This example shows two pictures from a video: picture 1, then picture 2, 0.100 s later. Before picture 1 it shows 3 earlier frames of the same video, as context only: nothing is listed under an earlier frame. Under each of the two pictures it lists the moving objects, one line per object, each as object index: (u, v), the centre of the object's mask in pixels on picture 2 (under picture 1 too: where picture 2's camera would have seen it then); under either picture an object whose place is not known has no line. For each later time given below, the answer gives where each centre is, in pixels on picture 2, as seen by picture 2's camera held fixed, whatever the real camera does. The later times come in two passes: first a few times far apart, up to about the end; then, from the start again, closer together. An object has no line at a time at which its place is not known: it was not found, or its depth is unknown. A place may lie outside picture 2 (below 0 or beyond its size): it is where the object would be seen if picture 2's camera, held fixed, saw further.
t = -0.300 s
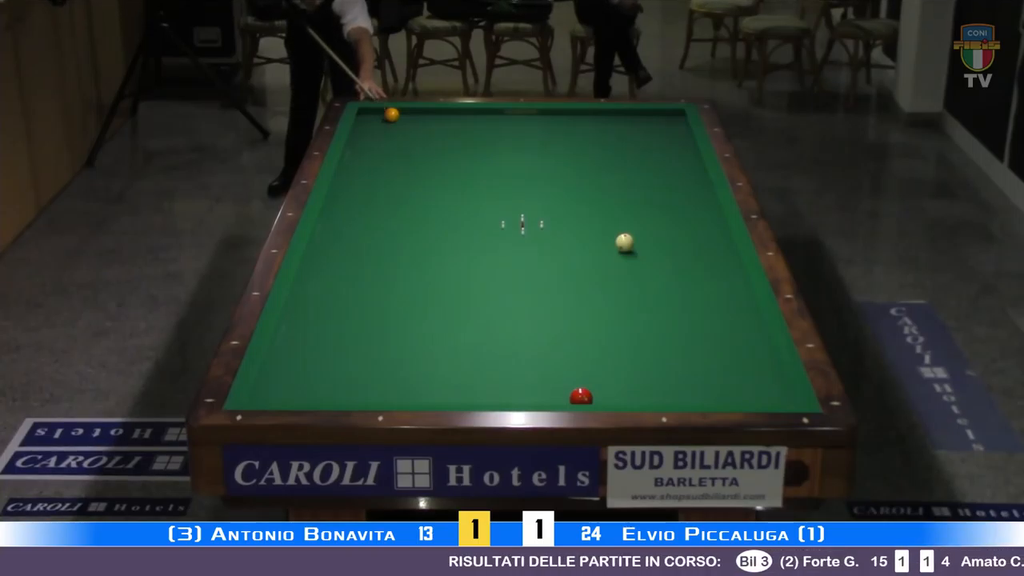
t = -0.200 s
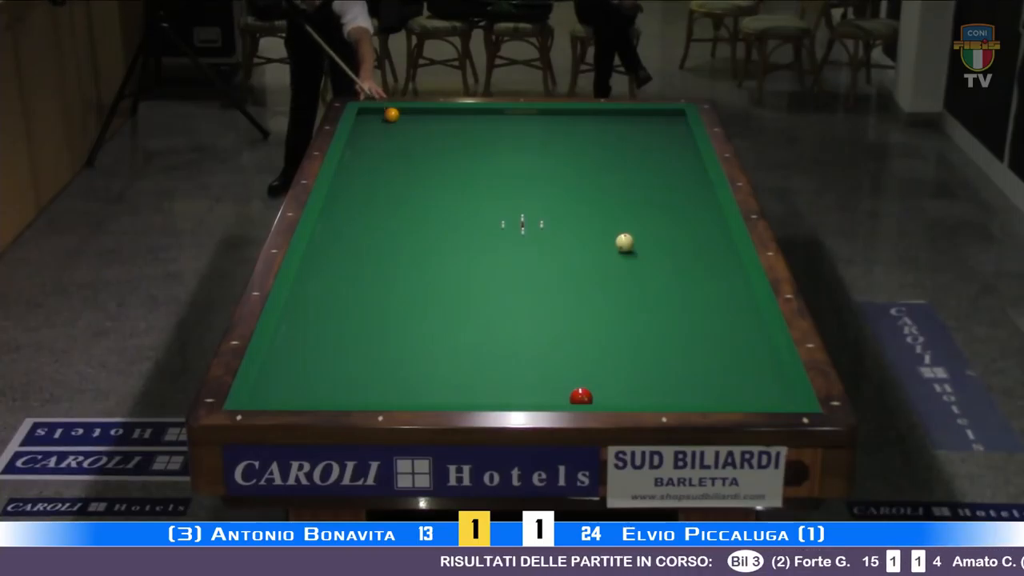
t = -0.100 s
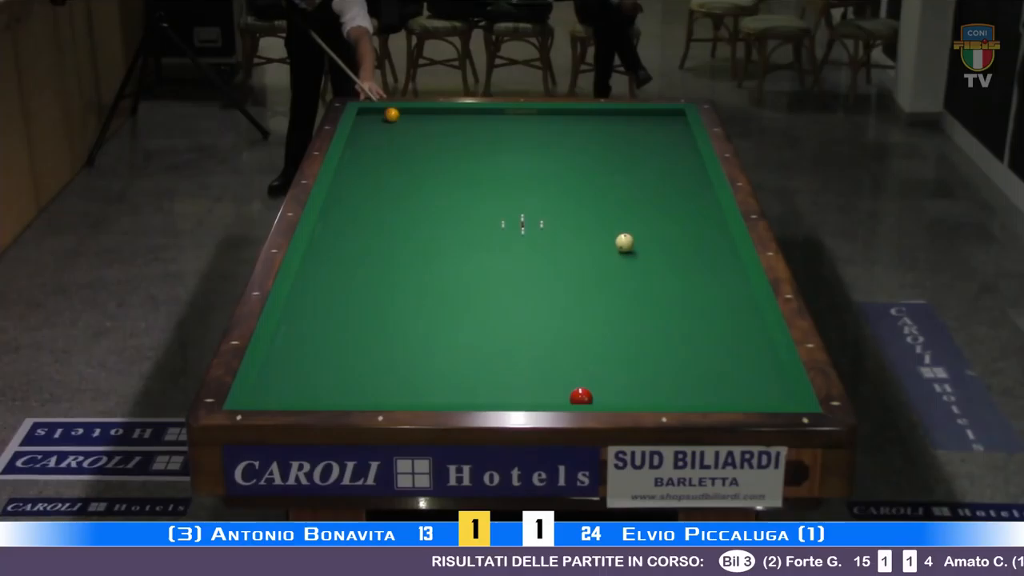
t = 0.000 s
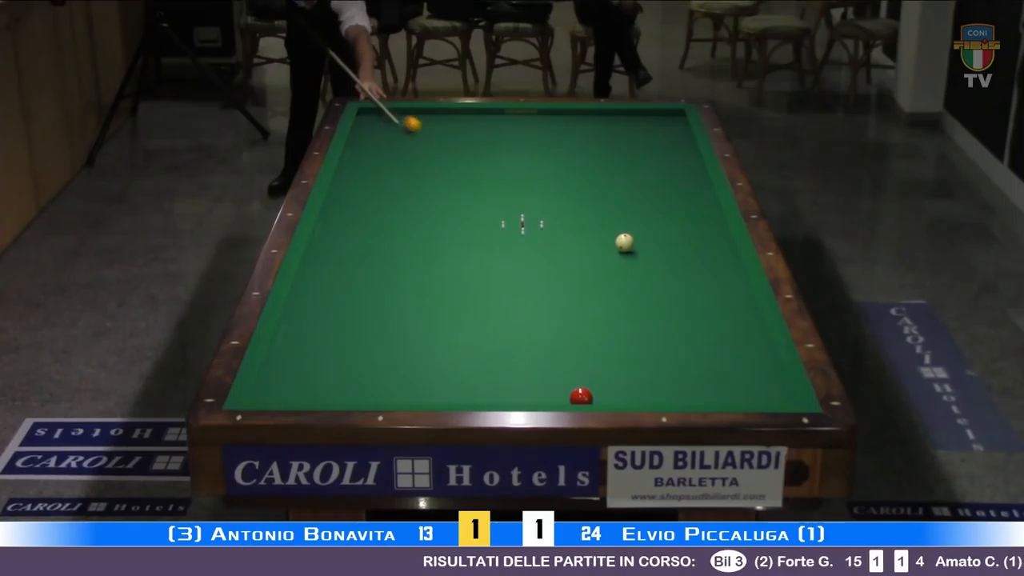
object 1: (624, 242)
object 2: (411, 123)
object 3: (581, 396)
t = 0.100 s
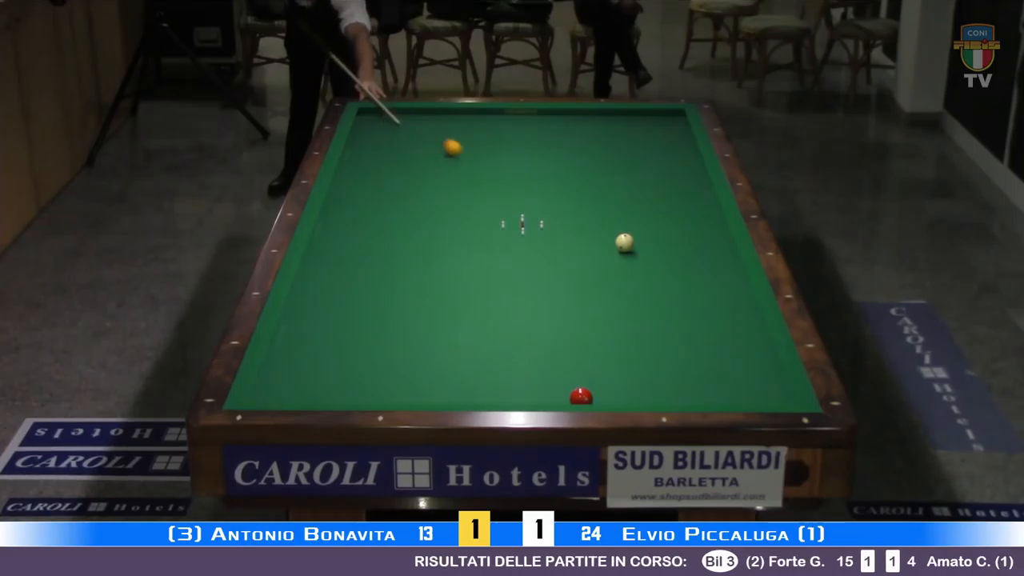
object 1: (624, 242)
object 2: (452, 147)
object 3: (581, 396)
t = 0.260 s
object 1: (624, 242)
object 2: (521, 186)
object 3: (581, 396)
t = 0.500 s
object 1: (651, 253)
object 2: (609, 239)
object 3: (581, 396)
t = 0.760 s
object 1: (712, 311)
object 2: (595, 246)
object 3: (581, 396)
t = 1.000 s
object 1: (639, 350)
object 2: (582, 251)
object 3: (581, 395)
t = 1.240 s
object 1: (565, 389)
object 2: (569, 257)
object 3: (582, 397)
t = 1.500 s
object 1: (465, 394)
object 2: (555, 264)
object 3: (591, 385)
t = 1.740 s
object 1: (377, 386)
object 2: (543, 269)
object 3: (597, 369)
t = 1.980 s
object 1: (293, 376)
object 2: (531, 275)
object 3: (603, 355)
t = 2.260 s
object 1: (322, 359)
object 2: (517, 280)
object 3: (609, 339)
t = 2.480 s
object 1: (364, 345)
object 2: (507, 285)
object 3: (613, 328)
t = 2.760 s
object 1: (415, 328)
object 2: (494, 291)
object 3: (618, 315)
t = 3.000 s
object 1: (456, 315)
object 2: (484, 295)
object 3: (622, 304)
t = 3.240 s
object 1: (495, 304)
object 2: (472, 298)
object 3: (626, 294)
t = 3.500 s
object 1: (540, 298)
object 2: (458, 297)
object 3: (630, 284)
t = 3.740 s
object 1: (579, 293)
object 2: (446, 296)
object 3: (633, 276)
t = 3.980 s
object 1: (617, 287)
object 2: (434, 295)
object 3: (636, 267)
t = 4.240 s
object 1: (656, 282)
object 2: (423, 294)
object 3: (638, 259)
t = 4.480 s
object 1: (691, 278)
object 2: (413, 294)
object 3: (640, 252)
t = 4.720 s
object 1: (724, 273)
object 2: (405, 293)
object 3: (642, 246)
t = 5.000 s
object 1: (721, 270)
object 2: (395, 293)
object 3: (645, 238)
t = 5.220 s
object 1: (706, 268)
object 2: (389, 292)
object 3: (646, 233)
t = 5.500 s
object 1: (688, 266)
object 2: (382, 292)
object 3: (648, 227)
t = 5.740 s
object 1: (673, 265)
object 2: (377, 292)
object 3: (649, 222)
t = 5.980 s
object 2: (372, 291)
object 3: (651, 217)
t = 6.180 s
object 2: (370, 291)
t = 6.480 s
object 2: (366, 290)
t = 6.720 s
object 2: (364, 290)
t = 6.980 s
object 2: (363, 291)
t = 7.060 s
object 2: (363, 290)
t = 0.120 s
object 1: (624, 242)
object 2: (460, 152)
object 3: (581, 396)
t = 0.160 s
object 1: (624, 242)
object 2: (477, 161)
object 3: (581, 396)
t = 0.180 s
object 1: (624, 242)
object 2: (486, 166)
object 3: (581, 396)
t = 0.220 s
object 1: (624, 242)
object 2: (504, 176)
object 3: (581, 396)
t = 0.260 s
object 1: (624, 242)
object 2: (521, 186)
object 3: (581, 396)
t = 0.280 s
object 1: (624, 242)
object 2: (531, 191)
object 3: (581, 396)
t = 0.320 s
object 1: (624, 242)
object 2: (549, 201)
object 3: (581, 396)
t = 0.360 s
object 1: (624, 242)
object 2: (567, 212)
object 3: (581, 396)
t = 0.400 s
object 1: (624, 242)
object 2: (586, 223)
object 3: (581, 396)
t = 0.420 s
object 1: (624, 242)
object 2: (596, 228)
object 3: (581, 396)
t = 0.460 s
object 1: (629, 244)
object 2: (611, 237)
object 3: (581, 396)
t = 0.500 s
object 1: (651, 253)
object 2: (609, 239)
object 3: (581, 396)
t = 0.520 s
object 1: (663, 258)
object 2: (608, 239)
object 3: (581, 396)
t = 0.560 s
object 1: (686, 268)
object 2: (606, 240)
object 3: (581, 396)
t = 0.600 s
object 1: (710, 278)
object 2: (603, 241)
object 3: (581, 396)
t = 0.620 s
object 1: (721, 283)
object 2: (602, 242)
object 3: (581, 396)
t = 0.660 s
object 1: (744, 294)
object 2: (600, 243)
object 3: (581, 396)
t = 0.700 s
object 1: (733, 301)
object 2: (598, 244)
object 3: (581, 396)
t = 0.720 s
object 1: (726, 305)
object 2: (597, 245)
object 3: (581, 396)
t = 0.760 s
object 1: (712, 311)
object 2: (595, 246)
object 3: (581, 396)
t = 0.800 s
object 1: (699, 318)
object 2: (593, 247)
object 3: (581, 396)
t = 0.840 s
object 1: (686, 324)
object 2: (590, 247)
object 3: (581, 396)
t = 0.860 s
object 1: (680, 328)
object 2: (589, 248)
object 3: (581, 396)
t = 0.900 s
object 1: (667, 335)
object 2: (587, 249)
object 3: (581, 396)
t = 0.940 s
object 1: (655, 341)
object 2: (585, 250)
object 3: (581, 395)
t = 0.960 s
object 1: (650, 344)
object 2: (584, 251)
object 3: (581, 395)
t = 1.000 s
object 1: (639, 350)
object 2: (582, 251)
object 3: (581, 395)
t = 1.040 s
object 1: (628, 357)
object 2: (580, 253)
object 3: (581, 396)
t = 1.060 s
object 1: (622, 360)
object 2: (579, 253)
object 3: (581, 396)
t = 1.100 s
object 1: (610, 367)
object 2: (577, 254)
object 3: (581, 396)
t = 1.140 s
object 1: (598, 374)
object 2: (575, 255)
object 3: (581, 396)
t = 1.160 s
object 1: (593, 377)
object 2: (573, 255)
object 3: (581, 395)
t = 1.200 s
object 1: (580, 381)
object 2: (571, 256)
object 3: (581, 396)
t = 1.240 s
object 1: (565, 389)
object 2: (569, 257)
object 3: (582, 397)
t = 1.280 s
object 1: (550, 391)
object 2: (567, 259)
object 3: (585, 396)
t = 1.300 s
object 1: (542, 392)
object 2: (566, 259)
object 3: (585, 396)
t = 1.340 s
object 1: (526, 393)
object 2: (564, 260)
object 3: (586, 394)
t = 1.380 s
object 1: (511, 396)
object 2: (562, 261)
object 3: (588, 392)
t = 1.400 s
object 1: (503, 397)
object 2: (561, 261)
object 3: (588, 391)
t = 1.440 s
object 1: (487, 397)
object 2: (559, 262)
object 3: (589, 390)
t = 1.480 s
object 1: (473, 395)
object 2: (556, 263)
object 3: (591, 388)
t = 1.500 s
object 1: (465, 394)
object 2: (555, 264)
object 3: (591, 385)
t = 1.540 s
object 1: (450, 393)
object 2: (553, 265)
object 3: (592, 382)
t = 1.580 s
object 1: (436, 392)
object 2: (551, 266)
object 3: (593, 379)
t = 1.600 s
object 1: (428, 392)
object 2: (550, 266)
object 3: (593, 378)
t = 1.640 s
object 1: (413, 391)
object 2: (549, 267)
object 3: (595, 375)
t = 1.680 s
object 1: (398, 390)
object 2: (547, 268)
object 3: (596, 373)
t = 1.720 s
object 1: (384, 386)
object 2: (544, 269)
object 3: (597, 370)
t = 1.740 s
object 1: (377, 386)
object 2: (543, 269)
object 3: (597, 369)
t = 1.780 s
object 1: (363, 384)
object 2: (541, 270)
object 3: (598, 367)
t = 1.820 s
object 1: (349, 383)
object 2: (539, 271)
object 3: (599, 364)
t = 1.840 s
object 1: (342, 382)
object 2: (538, 271)
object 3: (600, 363)
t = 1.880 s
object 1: (328, 380)
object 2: (536, 272)
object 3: (600, 361)
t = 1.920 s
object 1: (314, 379)
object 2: (534, 273)
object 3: (601, 358)
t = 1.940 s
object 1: (307, 378)
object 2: (533, 274)
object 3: (602, 357)
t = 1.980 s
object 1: (293, 376)
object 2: (531, 275)
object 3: (603, 355)
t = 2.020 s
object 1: (279, 374)
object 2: (529, 275)
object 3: (604, 353)
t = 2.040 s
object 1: (273, 374)
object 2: (528, 276)
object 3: (604, 352)
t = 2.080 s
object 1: (276, 371)
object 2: (526, 277)
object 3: (605, 349)
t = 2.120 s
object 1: (288, 368)
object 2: (524, 278)
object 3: (606, 347)
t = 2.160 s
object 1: (299, 365)
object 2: (522, 278)
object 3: (607, 345)
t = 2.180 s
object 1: (304, 364)
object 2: (521, 279)
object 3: (607, 344)
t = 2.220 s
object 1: (314, 361)
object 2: (520, 280)
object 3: (608, 342)
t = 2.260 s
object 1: (322, 359)
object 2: (517, 280)
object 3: (609, 339)
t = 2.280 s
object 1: (326, 358)
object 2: (517, 281)
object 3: (609, 338)
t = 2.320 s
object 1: (333, 355)
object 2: (515, 282)
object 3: (610, 336)
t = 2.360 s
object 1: (341, 352)
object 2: (513, 283)
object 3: (611, 334)
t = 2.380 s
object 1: (345, 351)
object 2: (512, 283)
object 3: (611, 333)
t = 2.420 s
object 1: (353, 348)
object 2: (510, 284)
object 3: (612, 331)
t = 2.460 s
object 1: (360, 346)
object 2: (508, 285)
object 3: (613, 329)
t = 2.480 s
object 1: (364, 345)
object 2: (507, 285)
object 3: (613, 328)
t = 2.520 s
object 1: (372, 342)
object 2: (505, 286)
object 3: (614, 326)
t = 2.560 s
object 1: (379, 340)
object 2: (503, 287)
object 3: (615, 325)
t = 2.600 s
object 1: (386, 338)
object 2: (502, 288)
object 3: (616, 322)
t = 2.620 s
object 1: (390, 336)
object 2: (501, 288)
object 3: (616, 321)
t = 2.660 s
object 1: (397, 334)
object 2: (499, 289)
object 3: (617, 319)
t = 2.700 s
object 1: (404, 331)
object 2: (497, 289)
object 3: (617, 318)
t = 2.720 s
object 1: (408, 330)
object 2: (496, 290)
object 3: (618, 317)
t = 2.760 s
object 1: (415, 328)
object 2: (494, 291)
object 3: (618, 315)
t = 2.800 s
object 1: (422, 325)
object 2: (493, 292)
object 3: (619, 313)
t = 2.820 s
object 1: (425, 325)
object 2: (492, 292)
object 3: (619, 312)
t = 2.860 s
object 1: (432, 322)
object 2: (490, 292)
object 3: (620, 311)
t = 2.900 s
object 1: (439, 320)
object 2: (488, 293)
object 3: (621, 309)
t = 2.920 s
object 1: (442, 319)
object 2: (488, 294)
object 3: (621, 308)
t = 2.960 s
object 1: (449, 317)
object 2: (486, 295)
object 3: (622, 306)
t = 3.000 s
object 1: (456, 315)
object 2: (484, 295)
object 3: (622, 304)
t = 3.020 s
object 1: (458, 314)
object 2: (483, 296)
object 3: (622, 304)
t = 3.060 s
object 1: (465, 311)
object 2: (482, 296)
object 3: (623, 302)
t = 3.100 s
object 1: (471, 310)
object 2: (481, 296)
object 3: (624, 300)
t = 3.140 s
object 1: (478, 308)
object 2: (479, 294)
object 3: (624, 299)
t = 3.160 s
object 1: (481, 307)
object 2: (476, 294)
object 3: (625, 298)
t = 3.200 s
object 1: (488, 306)
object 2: (474, 297)
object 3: (625, 296)
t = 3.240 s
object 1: (495, 304)
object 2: (472, 298)
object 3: (626, 294)
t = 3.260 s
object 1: (498, 304)
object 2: (471, 298)
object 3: (626, 294)
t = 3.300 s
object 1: (505, 303)
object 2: (469, 298)
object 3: (627, 292)
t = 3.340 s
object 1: (512, 302)
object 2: (467, 298)
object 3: (627, 291)
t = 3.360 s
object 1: (516, 302)
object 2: (466, 298)
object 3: (628, 290)
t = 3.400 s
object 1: (523, 301)
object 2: (464, 298)
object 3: (628, 288)
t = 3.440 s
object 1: (530, 300)
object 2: (462, 298)
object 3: (629, 287)
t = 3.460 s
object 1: (533, 299)
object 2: (460, 297)
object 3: (629, 286)
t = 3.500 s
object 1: (540, 298)
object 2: (458, 297)
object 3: (630, 284)
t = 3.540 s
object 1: (546, 298)
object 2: (456, 297)
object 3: (630, 283)
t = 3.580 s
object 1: (553, 297)
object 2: (454, 297)
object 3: (631, 281)
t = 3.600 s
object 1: (556, 296)
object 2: (453, 297)
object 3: (631, 280)
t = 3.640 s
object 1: (563, 295)
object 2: (451, 297)
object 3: (631, 279)
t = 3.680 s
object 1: (569, 294)
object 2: (449, 297)
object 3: (632, 278)
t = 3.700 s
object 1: (573, 294)
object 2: (448, 297)
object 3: (632, 277)
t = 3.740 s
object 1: (579, 293)
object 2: (446, 296)
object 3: (633, 276)
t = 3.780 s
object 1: (586, 292)
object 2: (444, 296)
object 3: (633, 275)
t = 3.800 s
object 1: (589, 292)
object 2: (443, 296)
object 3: (633, 274)
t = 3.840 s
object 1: (595, 291)
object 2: (441, 296)
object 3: (634, 272)
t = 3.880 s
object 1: (602, 290)
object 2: (439, 296)
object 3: (634, 271)
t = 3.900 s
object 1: (605, 289)
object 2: (438, 295)
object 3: (635, 270)
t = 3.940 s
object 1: (611, 288)
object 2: (436, 295)
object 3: (635, 269)
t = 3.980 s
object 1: (617, 287)
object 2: (434, 295)
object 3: (636, 267)
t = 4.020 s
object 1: (623, 287)
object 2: (433, 295)
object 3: (636, 266)
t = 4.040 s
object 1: (626, 286)
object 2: (432, 295)
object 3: (636, 265)
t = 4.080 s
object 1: (632, 286)
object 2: (430, 295)
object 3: (636, 264)
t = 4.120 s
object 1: (638, 285)
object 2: (428, 295)
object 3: (637, 263)
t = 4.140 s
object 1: (642, 284)
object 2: (427, 295)
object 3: (637, 262)
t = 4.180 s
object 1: (647, 284)
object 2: (426, 294)
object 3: (637, 261)
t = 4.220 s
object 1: (653, 283)
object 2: (424, 294)
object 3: (638, 260)
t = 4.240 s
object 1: (656, 282)
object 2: (423, 294)
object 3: (638, 259)
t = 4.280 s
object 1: (662, 282)
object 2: (421, 294)
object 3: (638, 258)
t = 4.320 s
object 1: (668, 281)
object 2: (420, 294)
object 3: (639, 257)
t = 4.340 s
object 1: (671, 280)
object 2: (419, 294)
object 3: (639, 257)
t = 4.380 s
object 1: (676, 279)
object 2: (417, 294)
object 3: (639, 255)
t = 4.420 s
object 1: (682, 279)
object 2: (416, 294)
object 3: (640, 254)
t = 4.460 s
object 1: (688, 278)
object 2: (414, 294)
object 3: (640, 253)
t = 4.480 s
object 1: (691, 278)
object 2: (413, 294)
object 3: (640, 252)
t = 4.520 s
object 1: (697, 277)
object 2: (412, 294)
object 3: (641, 251)
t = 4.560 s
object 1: (702, 276)
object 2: (410, 294)
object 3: (641, 250)
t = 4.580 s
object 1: (705, 276)
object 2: (409, 294)
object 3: (641, 249)
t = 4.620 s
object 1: (710, 275)
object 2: (408, 294)
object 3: (641, 248)
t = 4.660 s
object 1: (716, 274)
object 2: (407, 293)
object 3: (642, 247)
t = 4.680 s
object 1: (718, 274)
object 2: (406, 293)
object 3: (642, 246)
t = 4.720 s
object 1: (724, 273)
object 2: (405, 293)
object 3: (642, 246)
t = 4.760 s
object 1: (729, 272)
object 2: (403, 293)
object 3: (643, 245)
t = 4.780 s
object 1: (732, 272)
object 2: (402, 293)
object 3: (643, 244)
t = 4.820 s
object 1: (736, 271)
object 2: (401, 293)
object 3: (643, 243)
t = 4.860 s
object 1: (732, 271)
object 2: (400, 293)
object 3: (644, 242)
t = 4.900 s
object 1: (728, 270)
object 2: (398, 293)
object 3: (644, 241)
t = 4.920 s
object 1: (727, 270)
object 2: (398, 293)
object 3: (644, 240)
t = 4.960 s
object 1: (724, 270)
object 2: (397, 293)
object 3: (644, 239)
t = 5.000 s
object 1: (721, 270)
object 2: (395, 293)
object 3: (645, 238)
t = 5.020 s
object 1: (720, 270)
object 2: (394, 293)
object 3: (645, 238)
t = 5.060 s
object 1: (717, 269)
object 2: (394, 293)
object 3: (645, 237)
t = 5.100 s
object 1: (714, 269)
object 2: (393, 293)
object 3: (645, 236)
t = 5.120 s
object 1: (713, 269)
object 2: (392, 293)
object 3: (645, 236)
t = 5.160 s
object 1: (710, 269)
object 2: (391, 293)
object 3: (646, 235)
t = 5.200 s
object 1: (707, 268)
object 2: (390, 292)
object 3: (646, 234)
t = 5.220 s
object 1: (706, 268)
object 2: (389, 292)
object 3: (646, 233)
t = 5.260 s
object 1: (703, 268)
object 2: (388, 292)
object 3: (647, 232)
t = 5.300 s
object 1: (701, 268)
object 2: (387, 292)
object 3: (647, 231)
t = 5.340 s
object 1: (698, 267)
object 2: (386, 292)
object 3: (647, 231)
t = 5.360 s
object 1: (696, 267)
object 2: (385, 292)
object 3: (647, 230)
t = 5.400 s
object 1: (694, 267)
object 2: (384, 293)
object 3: (647, 229)
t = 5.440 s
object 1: (691, 267)
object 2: (383, 292)
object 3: (648, 228)
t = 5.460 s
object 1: (690, 267)
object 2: (383, 292)
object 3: (648, 228)
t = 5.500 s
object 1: (688, 266)
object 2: (382, 292)
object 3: (648, 227)
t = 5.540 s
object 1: (685, 266)
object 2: (381, 292)
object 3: (648, 226)
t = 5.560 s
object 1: (683, 266)
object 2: (381, 292)
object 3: (648, 226)
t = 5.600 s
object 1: (681, 266)
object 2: (380, 292)
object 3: (649, 225)
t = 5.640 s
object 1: (679, 266)
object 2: (379, 292)
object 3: (649, 224)
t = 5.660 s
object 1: (677, 265)
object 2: (378, 292)
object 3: (649, 224)
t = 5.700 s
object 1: (675, 265)
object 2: (378, 292)
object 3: (649, 223)
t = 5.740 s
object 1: (673, 265)
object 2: (377, 292)
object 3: (649, 222)
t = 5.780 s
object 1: (670, 265)
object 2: (376, 292)
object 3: (650, 221)
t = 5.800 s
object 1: (669, 265)
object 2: (375, 292)
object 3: (650, 221)
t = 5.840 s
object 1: (667, 265)
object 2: (375, 292)
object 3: (650, 220)
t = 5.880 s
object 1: (664, 264)
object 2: (374, 292)
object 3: (650, 219)
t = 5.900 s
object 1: (663, 264)
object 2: (374, 291)
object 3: (650, 219)
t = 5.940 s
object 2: (373, 291)
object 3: (650, 218)
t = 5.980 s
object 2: (372, 291)
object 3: (651, 217)
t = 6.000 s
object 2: (372, 291)
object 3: (651, 217)
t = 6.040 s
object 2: (371, 291)
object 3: (651, 216)
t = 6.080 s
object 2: (371, 291)
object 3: (651, 215)
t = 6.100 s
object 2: (371, 291)
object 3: (651, 215)
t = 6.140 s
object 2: (370, 291)
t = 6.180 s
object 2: (370, 291)
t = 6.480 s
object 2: (366, 290)
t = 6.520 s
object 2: (366, 290)
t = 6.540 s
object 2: (365, 290)
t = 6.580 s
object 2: (365, 290)
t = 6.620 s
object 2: (365, 290)
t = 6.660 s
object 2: (364, 290)
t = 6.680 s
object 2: (364, 290)
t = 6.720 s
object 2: (364, 290)
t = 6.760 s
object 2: (364, 290)
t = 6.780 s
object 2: (364, 290)
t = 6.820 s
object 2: (364, 291)
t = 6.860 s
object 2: (363, 291)
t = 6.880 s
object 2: (363, 291)
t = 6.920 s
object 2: (363, 291)
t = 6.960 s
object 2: (363, 291)
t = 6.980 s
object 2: (363, 291)
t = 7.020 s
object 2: (363, 291)
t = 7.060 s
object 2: (363, 290)
